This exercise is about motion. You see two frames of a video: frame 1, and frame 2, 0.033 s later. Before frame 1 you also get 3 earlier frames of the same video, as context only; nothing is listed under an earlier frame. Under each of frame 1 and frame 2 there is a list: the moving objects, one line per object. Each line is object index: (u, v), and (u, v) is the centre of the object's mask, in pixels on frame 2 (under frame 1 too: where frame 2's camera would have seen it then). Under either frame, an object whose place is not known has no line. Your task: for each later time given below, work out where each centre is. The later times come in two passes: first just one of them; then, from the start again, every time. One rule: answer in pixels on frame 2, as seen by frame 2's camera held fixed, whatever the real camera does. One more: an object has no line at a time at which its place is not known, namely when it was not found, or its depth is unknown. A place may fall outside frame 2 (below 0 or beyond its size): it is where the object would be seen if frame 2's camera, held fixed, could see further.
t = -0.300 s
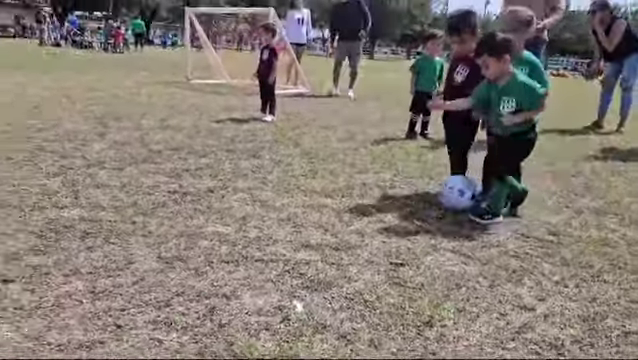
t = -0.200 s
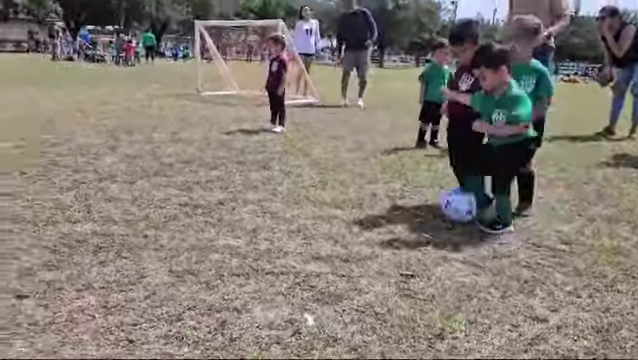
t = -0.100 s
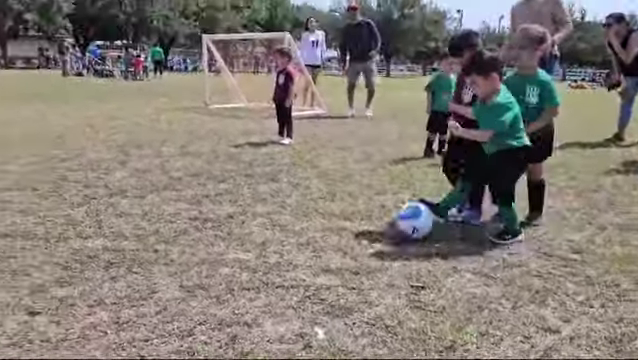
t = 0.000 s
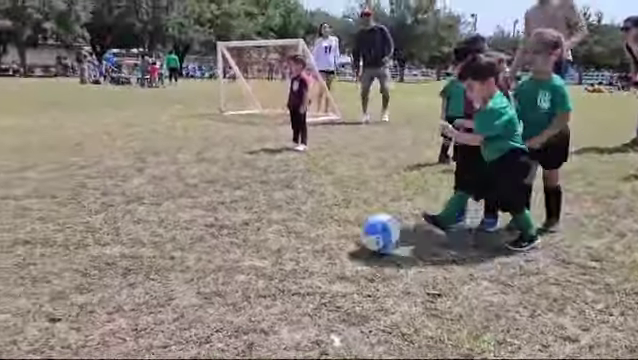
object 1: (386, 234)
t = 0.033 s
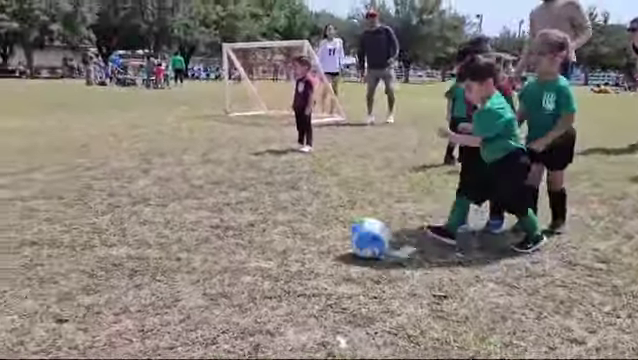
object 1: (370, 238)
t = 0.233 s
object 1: (282, 248)
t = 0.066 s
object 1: (356, 239)
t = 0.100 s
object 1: (342, 239)
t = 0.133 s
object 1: (327, 242)
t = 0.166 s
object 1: (312, 241)
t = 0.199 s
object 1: (298, 245)
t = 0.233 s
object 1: (282, 248)
